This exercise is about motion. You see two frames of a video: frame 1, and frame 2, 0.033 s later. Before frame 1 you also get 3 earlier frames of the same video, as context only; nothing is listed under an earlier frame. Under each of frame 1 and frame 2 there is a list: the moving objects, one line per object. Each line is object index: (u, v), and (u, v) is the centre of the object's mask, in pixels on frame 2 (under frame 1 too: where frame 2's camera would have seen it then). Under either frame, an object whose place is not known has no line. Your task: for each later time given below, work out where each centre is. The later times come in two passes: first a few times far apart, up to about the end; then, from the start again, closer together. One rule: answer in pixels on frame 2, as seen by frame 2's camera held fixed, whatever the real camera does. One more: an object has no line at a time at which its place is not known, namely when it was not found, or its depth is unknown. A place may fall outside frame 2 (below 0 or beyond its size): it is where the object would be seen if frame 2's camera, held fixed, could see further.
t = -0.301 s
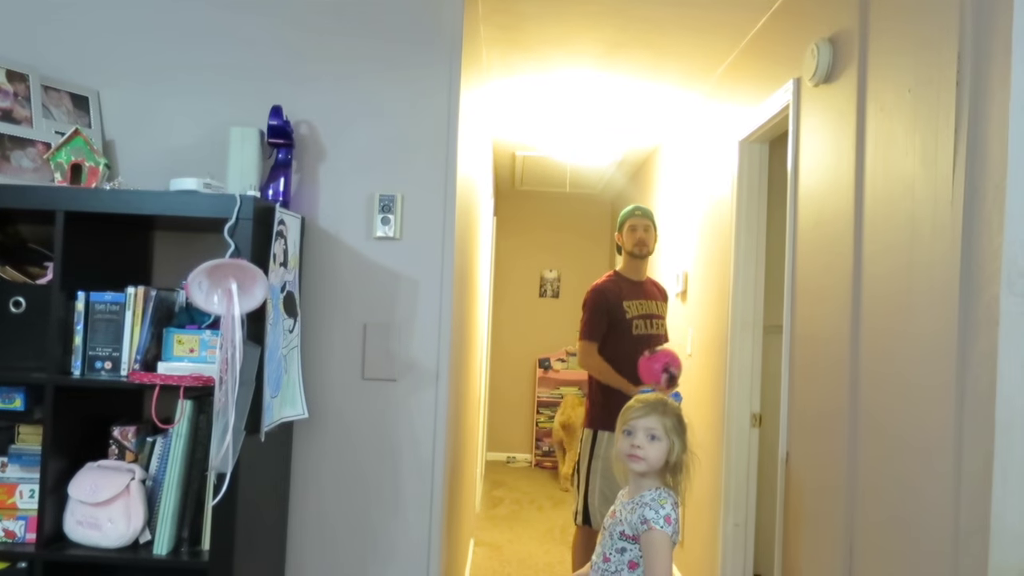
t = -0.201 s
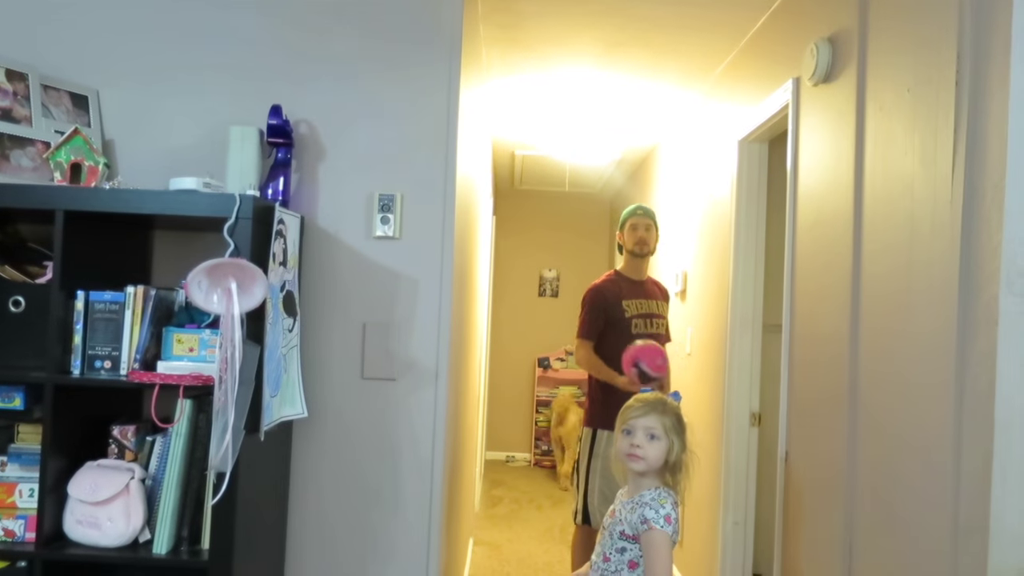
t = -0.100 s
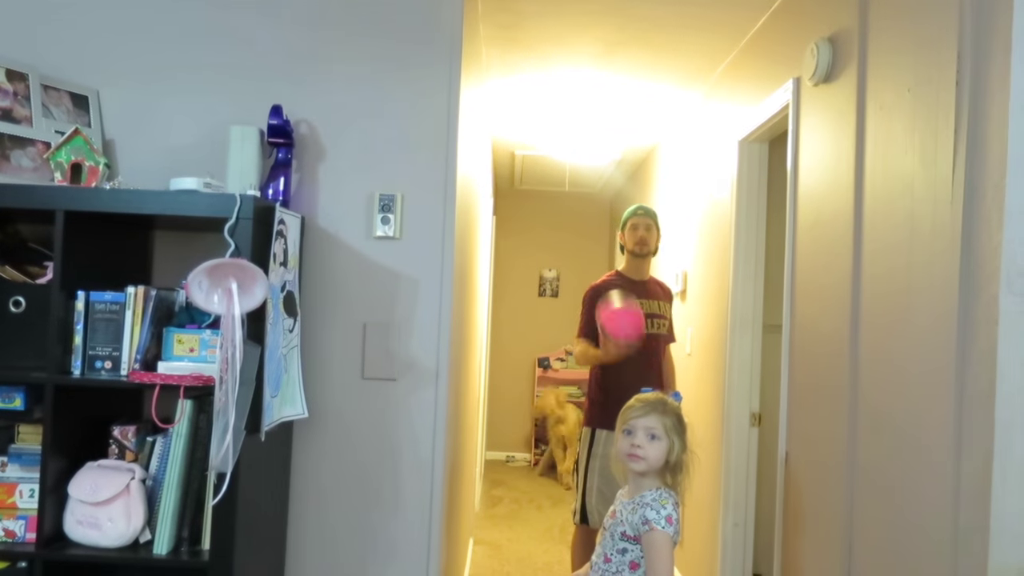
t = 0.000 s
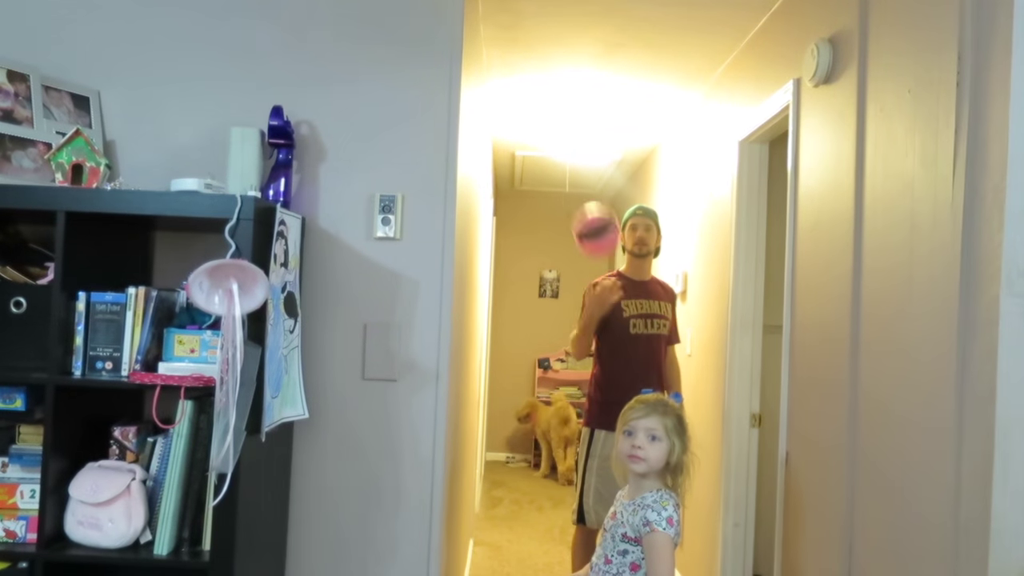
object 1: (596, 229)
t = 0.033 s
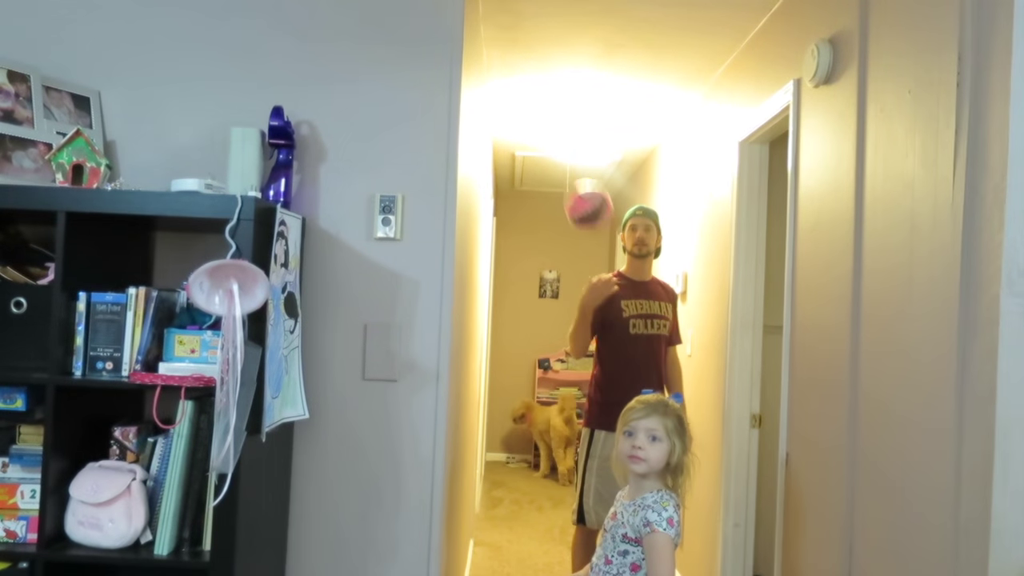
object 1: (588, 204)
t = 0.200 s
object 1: (545, 128)
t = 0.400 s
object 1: (498, 125)
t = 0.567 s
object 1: (531, 180)
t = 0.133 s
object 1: (562, 152)
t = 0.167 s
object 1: (553, 139)
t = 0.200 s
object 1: (545, 128)
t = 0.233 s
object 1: (536, 121)
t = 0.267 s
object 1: (527, 116)
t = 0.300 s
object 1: (519, 115)
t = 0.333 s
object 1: (510, 116)
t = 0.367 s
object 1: (502, 120)
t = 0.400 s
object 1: (498, 125)
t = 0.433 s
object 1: (506, 130)
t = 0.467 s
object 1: (513, 139)
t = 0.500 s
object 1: (520, 150)
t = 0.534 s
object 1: (526, 164)
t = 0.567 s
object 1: (531, 180)
